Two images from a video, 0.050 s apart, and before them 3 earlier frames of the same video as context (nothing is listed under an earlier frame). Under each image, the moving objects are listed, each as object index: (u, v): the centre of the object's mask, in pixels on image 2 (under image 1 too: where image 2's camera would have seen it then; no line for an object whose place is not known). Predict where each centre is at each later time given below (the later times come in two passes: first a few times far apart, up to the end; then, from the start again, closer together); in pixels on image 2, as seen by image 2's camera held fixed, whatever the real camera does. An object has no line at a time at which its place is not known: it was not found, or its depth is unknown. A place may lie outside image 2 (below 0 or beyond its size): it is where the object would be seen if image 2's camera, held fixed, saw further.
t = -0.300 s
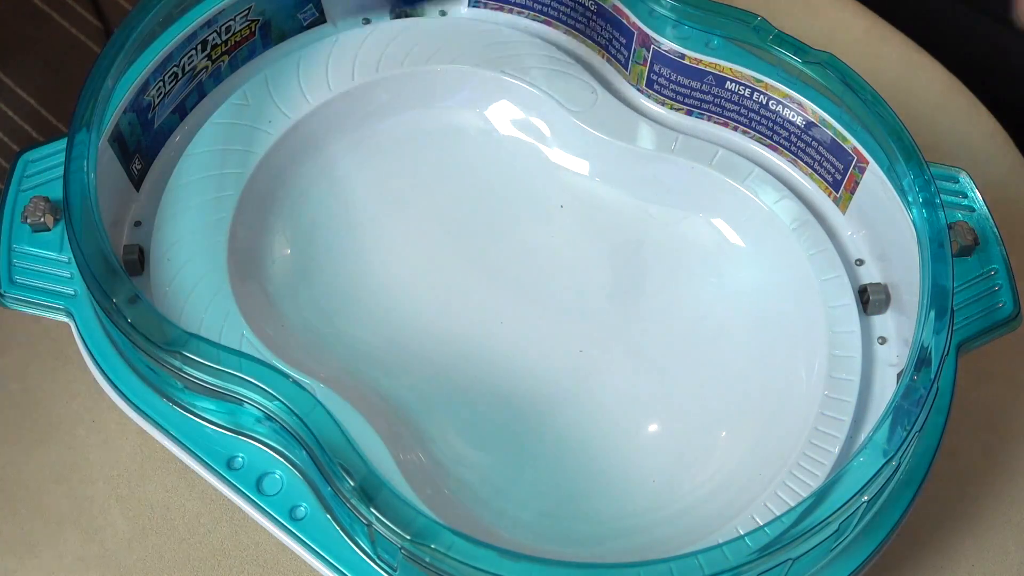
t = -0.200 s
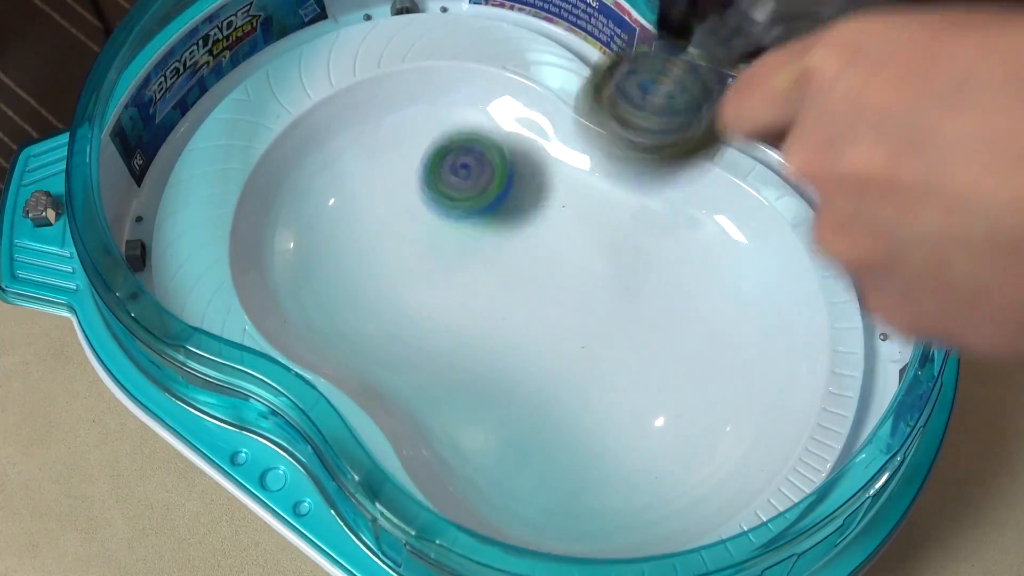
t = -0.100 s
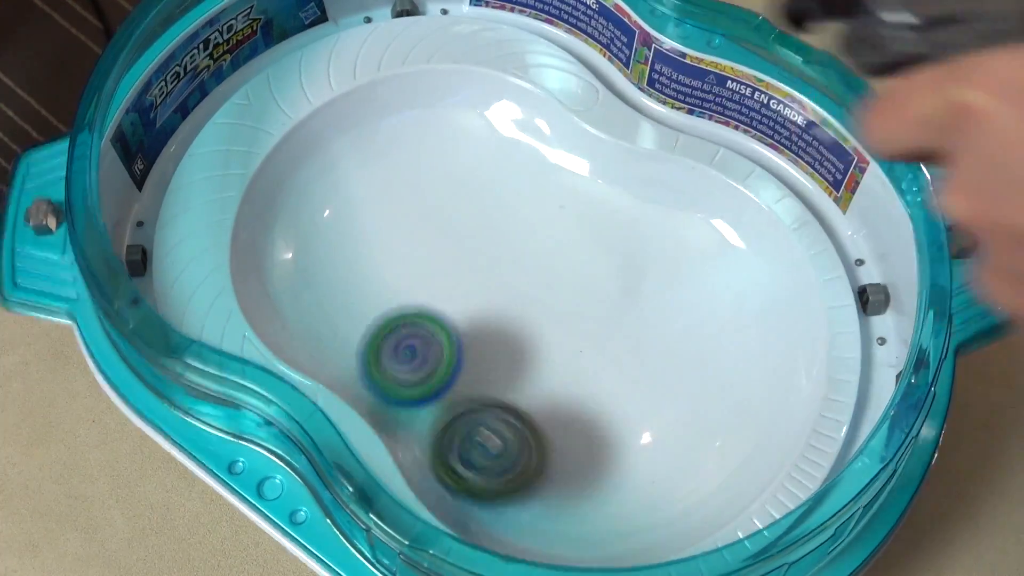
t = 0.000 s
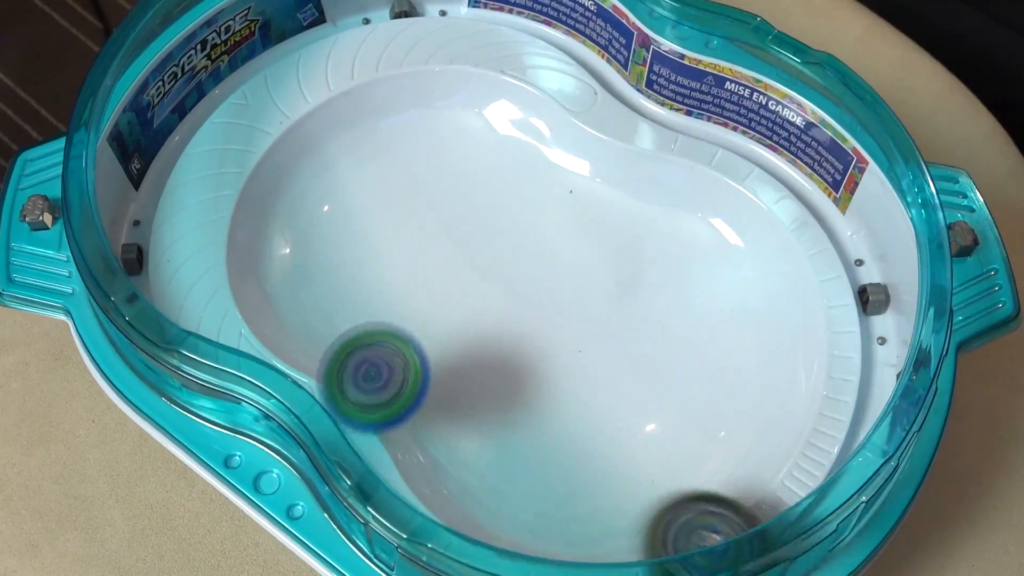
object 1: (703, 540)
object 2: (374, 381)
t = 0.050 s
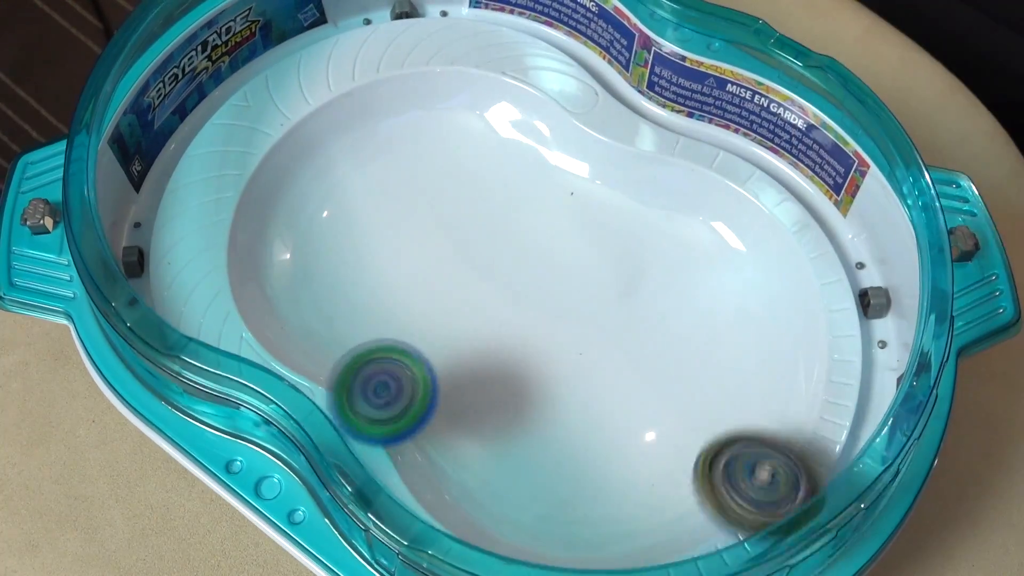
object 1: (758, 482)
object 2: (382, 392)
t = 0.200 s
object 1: (728, 268)
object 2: (549, 397)
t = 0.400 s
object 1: (346, 118)
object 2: (807, 281)
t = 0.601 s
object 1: (176, 294)
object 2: (575, 213)
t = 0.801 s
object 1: (295, 379)
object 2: (251, 263)
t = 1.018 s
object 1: (315, 381)
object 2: (375, 303)
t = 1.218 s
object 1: (305, 343)
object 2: (662, 299)
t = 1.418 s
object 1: (437, 245)
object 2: (726, 289)
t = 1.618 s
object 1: (489, 151)
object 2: (541, 282)
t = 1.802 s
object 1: (347, 135)
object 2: (440, 382)
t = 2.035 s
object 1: (404, 391)
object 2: (720, 467)
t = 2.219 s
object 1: (811, 393)
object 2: (724, 197)
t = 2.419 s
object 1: (754, 143)
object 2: (254, 166)
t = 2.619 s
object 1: (522, 76)
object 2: (327, 375)
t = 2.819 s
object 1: (233, 250)
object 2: (683, 484)
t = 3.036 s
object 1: (485, 377)
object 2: (715, 130)
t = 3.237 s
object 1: (779, 261)
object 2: (394, 51)
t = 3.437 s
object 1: (682, 211)
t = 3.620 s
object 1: (437, 284)
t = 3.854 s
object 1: (417, 317)
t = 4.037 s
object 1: (558, 342)
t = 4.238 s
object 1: (624, 323)
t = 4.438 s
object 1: (621, 291)
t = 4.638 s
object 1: (599, 326)
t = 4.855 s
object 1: (660, 371)
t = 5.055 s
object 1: (677, 314)
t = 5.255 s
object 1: (581, 339)
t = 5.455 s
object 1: (585, 446)
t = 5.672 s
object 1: (679, 386)
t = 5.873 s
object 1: (574, 297)
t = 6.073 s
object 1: (458, 298)
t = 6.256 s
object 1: (456, 326)
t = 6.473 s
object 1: (516, 331)
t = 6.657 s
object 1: (531, 284)
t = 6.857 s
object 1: (502, 220)
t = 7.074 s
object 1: (442, 176)
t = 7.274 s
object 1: (378, 198)
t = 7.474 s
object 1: (301, 255)
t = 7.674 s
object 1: (465, 327)
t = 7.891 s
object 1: (517, 249)
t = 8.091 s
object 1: (421, 137)
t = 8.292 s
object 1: (306, 227)
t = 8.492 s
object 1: (491, 340)
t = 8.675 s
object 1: (657, 338)
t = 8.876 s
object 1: (655, 179)
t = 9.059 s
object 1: (505, 150)
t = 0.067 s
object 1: (768, 457)
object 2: (393, 394)
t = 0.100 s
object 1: (788, 414)
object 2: (419, 400)
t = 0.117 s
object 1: (791, 390)
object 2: (435, 401)
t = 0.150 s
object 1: (781, 341)
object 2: (477, 397)
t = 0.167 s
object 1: (769, 317)
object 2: (501, 397)
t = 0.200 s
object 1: (728, 268)
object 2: (549, 397)
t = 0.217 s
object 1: (702, 241)
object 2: (577, 397)
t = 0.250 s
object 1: (643, 194)
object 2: (633, 395)
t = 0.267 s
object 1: (613, 177)
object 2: (662, 393)
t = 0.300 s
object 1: (548, 151)
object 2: (720, 378)
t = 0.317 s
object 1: (517, 144)
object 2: (747, 367)
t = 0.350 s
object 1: (454, 133)
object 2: (785, 337)
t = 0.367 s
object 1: (417, 124)
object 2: (796, 318)
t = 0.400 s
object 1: (346, 118)
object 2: (807, 281)
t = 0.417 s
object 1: (312, 121)
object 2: (809, 264)
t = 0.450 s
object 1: (250, 134)
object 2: (798, 237)
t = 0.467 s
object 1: (225, 143)
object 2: (786, 226)
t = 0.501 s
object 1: (174, 173)
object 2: (750, 209)
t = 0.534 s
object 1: (153, 218)
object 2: (704, 203)
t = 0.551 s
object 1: (163, 236)
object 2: (677, 203)
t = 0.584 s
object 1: (172, 274)
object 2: (609, 209)
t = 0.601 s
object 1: (176, 294)
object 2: (575, 213)
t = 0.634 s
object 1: (190, 320)
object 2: (506, 223)
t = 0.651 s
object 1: (198, 327)
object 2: (474, 227)
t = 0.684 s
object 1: (224, 338)
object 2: (410, 238)
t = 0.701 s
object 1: (239, 353)
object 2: (378, 244)
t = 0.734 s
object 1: (260, 365)
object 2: (325, 253)
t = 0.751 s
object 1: (267, 369)
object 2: (301, 256)
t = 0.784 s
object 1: (285, 376)
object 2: (264, 261)
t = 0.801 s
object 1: (295, 379)
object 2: (251, 263)
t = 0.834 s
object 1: (304, 382)
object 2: (236, 270)
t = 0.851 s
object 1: (308, 383)
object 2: (232, 274)
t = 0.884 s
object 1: (315, 383)
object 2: (237, 283)
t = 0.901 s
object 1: (317, 383)
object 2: (245, 288)
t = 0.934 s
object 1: (318, 382)
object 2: (270, 296)
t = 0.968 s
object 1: (318, 382)
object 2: (303, 303)
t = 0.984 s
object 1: (319, 381)
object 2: (327, 300)
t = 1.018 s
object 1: (315, 381)
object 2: (375, 303)
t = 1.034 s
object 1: (314, 380)
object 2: (404, 301)
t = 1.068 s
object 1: (312, 376)
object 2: (458, 296)
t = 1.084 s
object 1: (310, 373)
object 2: (484, 294)
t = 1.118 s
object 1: (309, 367)
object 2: (534, 292)
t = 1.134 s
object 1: (308, 364)
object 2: (560, 292)
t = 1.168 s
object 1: (305, 353)
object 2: (605, 294)
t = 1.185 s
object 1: (304, 350)
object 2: (625, 295)
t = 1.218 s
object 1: (305, 343)
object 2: (662, 299)
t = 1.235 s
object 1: (309, 338)
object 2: (677, 301)
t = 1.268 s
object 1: (319, 330)
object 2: (705, 303)
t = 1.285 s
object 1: (325, 327)
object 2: (716, 304)
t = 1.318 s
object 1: (347, 311)
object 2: (732, 302)
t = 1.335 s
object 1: (362, 299)
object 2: (736, 301)
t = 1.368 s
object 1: (392, 277)
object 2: (739, 297)
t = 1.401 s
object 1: (423, 255)
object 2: (733, 292)
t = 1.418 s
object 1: (437, 245)
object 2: (726, 289)
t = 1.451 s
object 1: (462, 226)
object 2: (707, 283)
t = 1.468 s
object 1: (471, 218)
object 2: (696, 278)
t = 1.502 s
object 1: (486, 201)
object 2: (669, 268)
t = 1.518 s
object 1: (491, 193)
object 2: (653, 265)
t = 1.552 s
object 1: (498, 177)
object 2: (618, 263)
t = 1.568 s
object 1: (497, 170)
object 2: (599, 266)
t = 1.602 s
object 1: (494, 157)
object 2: (560, 275)
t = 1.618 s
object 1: (489, 151)
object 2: (541, 282)
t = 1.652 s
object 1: (476, 139)
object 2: (507, 298)
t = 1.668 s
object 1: (466, 134)
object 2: (493, 307)
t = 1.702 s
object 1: (443, 126)
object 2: (466, 325)
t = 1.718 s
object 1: (429, 123)
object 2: (457, 335)
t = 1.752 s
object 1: (397, 121)
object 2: (444, 352)
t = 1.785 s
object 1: (365, 128)
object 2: (439, 371)
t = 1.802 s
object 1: (347, 135)
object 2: (440, 382)
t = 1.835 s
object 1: (317, 159)
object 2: (448, 405)
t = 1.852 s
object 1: (302, 174)
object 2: (457, 419)
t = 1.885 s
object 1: (284, 212)
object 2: (481, 443)
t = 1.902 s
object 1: (279, 235)
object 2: (498, 458)
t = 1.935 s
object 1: (282, 282)
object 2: (541, 479)
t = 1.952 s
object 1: (291, 304)
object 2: (568, 488)
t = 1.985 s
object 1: (330, 338)
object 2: (628, 494)
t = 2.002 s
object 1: (353, 354)
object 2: (660, 491)
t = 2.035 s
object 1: (404, 391)
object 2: (720, 467)
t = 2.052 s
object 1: (431, 412)
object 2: (747, 450)
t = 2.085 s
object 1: (501, 446)
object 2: (784, 403)
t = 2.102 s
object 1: (540, 461)
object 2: (796, 377)
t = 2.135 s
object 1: (630, 474)
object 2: (803, 324)
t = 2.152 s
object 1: (674, 472)
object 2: (798, 295)
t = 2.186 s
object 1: (754, 441)
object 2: (775, 243)
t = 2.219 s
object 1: (811, 393)
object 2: (724, 197)
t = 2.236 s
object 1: (830, 367)
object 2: (696, 180)
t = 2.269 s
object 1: (862, 314)
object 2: (626, 160)
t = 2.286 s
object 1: (864, 290)
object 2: (589, 157)
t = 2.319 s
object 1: (849, 247)
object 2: (515, 158)
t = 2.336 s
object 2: (471, 158)
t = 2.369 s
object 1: (805, 186)
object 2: (381, 158)
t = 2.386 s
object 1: (792, 168)
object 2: (331, 157)
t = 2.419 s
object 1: (754, 143)
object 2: (254, 166)
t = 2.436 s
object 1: (733, 132)
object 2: (221, 177)
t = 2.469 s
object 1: (694, 114)
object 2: (146, 205)
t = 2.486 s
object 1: (675, 110)
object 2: (140, 221)
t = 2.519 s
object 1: (640, 101)
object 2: (197, 267)
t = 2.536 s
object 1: (619, 95)
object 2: (223, 295)
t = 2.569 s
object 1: (580, 85)
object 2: (261, 323)
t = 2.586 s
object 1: (559, 79)
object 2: (282, 340)
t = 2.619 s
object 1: (522, 76)
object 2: (327, 375)
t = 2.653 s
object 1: (479, 80)
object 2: (365, 410)
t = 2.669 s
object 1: (455, 88)
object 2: (387, 425)
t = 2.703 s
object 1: (401, 111)
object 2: (429, 464)
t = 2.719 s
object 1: (371, 124)
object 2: (457, 483)
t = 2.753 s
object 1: (311, 157)
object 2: (523, 509)
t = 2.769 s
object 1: (282, 176)
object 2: (561, 514)
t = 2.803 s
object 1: (244, 223)
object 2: (642, 499)
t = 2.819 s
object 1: (233, 250)
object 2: (683, 484)
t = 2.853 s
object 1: (221, 308)
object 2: (756, 434)
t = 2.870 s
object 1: (215, 333)
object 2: (785, 400)
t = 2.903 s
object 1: (264, 354)
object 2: (816, 322)
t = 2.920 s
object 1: (289, 358)
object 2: (824, 285)
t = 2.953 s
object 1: (341, 360)
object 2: (840, 223)
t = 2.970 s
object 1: (367, 364)
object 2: (828, 199)
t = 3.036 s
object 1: (485, 377)
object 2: (715, 130)
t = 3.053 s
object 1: (517, 379)
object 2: (690, 115)
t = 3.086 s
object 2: (639, 91)
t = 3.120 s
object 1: (640, 359)
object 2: (587, 74)
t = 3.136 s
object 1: (667, 349)
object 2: (561, 65)
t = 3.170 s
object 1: (721, 327)
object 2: (508, 52)
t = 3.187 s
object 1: (742, 313)
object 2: (483, 48)
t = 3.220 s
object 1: (770, 278)
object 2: (424, 47)
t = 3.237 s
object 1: (779, 261)
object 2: (394, 51)
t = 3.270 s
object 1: (791, 233)
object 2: (334, 67)
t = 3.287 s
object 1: (792, 222)
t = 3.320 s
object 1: (786, 204)
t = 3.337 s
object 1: (778, 199)
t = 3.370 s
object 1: (752, 195)
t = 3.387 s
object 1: (737, 197)
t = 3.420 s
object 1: (703, 205)
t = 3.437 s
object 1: (682, 211)
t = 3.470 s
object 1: (633, 226)
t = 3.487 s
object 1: (608, 234)
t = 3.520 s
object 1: (561, 250)
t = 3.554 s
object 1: (514, 264)
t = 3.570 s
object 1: (493, 270)
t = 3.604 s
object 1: (454, 280)
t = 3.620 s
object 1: (437, 284)
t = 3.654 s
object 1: (411, 292)
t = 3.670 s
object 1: (400, 295)
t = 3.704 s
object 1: (385, 301)
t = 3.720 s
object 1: (380, 303)
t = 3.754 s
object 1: (377, 307)
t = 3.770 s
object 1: (378, 308)
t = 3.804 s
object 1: (387, 312)
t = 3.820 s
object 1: (395, 314)
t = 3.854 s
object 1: (417, 317)
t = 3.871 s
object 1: (429, 318)
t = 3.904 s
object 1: (459, 324)
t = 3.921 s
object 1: (473, 328)
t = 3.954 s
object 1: (500, 335)
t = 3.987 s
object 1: (527, 340)
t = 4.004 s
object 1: (539, 341)
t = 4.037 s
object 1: (558, 342)
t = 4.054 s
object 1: (566, 342)
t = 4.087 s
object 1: (582, 341)
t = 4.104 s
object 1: (589, 340)
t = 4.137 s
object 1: (601, 338)
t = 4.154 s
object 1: (606, 336)
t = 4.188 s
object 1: (614, 331)
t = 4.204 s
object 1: (617, 329)
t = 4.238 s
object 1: (624, 323)
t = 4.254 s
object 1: (628, 320)
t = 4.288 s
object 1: (633, 311)
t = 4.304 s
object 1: (634, 306)
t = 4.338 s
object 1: (636, 299)
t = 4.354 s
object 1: (635, 296)
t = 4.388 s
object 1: (632, 292)
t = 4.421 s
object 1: (625, 291)
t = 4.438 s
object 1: (621, 291)
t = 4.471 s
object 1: (613, 293)
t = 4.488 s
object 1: (608, 294)
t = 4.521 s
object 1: (602, 298)
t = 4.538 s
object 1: (599, 300)
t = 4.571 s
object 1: (596, 306)
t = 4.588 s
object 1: (595, 311)
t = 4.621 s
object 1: (596, 321)
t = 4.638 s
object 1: (599, 326)
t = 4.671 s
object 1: (604, 337)
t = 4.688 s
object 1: (606, 343)
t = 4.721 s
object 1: (612, 354)
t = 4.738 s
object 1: (617, 359)
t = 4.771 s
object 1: (629, 365)
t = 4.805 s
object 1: (640, 370)
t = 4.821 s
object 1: (646, 371)
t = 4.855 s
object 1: (660, 371)
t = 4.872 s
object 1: (666, 369)
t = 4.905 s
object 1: (677, 363)
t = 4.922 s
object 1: (681, 358)
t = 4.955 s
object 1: (688, 347)
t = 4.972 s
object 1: (690, 341)
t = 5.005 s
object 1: (688, 328)
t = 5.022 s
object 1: (685, 323)
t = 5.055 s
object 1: (677, 314)
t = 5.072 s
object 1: (671, 309)
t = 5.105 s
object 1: (655, 305)
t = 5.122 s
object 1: (647, 304)
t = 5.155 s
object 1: (632, 305)
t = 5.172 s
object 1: (622, 308)
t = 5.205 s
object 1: (603, 317)
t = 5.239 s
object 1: (588, 331)
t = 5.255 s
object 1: (581, 339)
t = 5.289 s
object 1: (568, 354)
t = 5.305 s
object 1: (563, 364)
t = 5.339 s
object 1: (558, 384)
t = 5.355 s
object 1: (558, 395)
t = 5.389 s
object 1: (559, 415)
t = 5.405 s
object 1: (563, 424)
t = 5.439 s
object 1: (576, 440)
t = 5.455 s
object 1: (585, 446)
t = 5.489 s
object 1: (602, 453)
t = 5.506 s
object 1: (613, 455)
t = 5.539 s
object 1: (636, 452)
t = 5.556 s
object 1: (645, 447)
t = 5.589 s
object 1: (662, 434)
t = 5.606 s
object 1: (669, 427)
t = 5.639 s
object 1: (679, 406)
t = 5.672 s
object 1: (679, 386)
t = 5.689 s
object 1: (679, 375)
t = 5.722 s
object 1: (671, 353)
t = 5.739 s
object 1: (664, 344)
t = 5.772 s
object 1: (648, 327)
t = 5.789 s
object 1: (638, 318)
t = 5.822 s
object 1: (613, 307)
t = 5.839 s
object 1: (600, 303)
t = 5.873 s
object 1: (574, 297)
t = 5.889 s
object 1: (559, 296)
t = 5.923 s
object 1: (536, 294)
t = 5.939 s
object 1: (525, 293)
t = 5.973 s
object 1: (504, 293)
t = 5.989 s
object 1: (494, 293)
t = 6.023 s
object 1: (478, 294)
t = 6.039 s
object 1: (471, 295)
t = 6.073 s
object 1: (458, 298)
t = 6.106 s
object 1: (450, 301)
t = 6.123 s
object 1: (446, 303)
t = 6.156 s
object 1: (444, 309)
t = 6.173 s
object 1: (444, 312)
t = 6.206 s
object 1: (445, 317)
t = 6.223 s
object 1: (447, 320)
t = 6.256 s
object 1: (456, 326)
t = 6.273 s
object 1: (460, 328)
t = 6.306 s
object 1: (469, 333)
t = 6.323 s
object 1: (476, 335)
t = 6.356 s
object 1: (485, 337)
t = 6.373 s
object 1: (491, 338)
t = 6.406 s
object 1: (502, 338)
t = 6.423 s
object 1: (506, 336)
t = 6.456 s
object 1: (513, 334)
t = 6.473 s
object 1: (516, 331)
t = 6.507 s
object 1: (521, 324)
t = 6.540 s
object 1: (525, 318)
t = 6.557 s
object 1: (527, 313)
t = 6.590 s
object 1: (528, 304)
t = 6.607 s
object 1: (530, 300)
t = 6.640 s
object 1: (530, 289)
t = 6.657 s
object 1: (531, 284)
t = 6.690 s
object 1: (531, 273)
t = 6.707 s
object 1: (530, 268)
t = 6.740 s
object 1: (528, 258)
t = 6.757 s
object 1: (525, 252)
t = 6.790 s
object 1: (519, 241)
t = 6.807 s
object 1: (516, 236)
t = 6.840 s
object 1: (507, 225)
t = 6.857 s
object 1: (502, 220)
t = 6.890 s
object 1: (494, 210)
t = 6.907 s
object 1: (488, 205)
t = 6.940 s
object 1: (479, 198)
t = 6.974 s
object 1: (469, 190)
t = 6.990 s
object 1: (464, 187)
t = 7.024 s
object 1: (456, 181)
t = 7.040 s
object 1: (451, 178)
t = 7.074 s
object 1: (442, 176)
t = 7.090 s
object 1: (437, 175)
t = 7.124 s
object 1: (426, 176)
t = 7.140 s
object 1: (422, 178)
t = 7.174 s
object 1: (411, 183)
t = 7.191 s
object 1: (407, 187)
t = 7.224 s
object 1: (401, 195)
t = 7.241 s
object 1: (397, 200)
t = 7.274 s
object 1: (378, 198)
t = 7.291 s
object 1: (366, 198)
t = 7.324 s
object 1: (345, 199)
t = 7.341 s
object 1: (336, 199)
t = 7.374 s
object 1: (319, 206)
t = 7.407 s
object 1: (309, 216)
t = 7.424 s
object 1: (304, 224)
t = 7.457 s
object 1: (301, 244)
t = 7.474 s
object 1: (301, 255)
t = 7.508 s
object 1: (311, 280)
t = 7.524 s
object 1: (319, 290)
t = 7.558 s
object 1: (346, 307)
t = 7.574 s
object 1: (363, 312)
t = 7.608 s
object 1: (398, 319)
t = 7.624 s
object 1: (416, 322)
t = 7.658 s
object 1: (448, 325)
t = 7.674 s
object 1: (465, 327)
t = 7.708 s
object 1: (494, 324)
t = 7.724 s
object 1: (507, 323)
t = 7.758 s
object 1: (530, 315)
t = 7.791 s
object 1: (551, 309)
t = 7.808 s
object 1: (556, 303)
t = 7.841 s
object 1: (540, 281)
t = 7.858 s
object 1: (531, 271)
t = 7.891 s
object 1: (517, 249)
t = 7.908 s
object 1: (511, 240)
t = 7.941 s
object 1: (497, 218)
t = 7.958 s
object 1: (490, 209)
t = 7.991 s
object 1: (474, 188)
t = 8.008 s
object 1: (468, 179)
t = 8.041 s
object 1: (451, 158)
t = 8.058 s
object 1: (444, 150)
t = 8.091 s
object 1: (421, 137)
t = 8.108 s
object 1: (410, 132)
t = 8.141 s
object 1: (384, 129)
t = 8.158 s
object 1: (371, 129)
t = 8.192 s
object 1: (346, 140)
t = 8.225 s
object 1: (323, 162)
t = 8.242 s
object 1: (314, 177)
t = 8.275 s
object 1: (304, 212)
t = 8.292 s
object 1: (306, 227)
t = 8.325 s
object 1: (318, 260)
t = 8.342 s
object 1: (329, 273)
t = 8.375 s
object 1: (358, 294)
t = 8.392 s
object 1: (375, 300)
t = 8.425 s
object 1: (414, 316)
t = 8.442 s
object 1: (434, 322)
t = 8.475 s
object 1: (473, 335)
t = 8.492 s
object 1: (491, 340)
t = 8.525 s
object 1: (527, 350)
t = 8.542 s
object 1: (542, 354)
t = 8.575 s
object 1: (574, 360)
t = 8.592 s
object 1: (588, 364)
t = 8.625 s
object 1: (615, 365)
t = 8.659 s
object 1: (646, 356)
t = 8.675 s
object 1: (657, 338)
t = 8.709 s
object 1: (677, 299)
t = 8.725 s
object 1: (688, 282)
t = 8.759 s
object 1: (698, 248)
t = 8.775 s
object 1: (701, 232)
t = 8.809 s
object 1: (695, 205)
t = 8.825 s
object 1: (686, 193)
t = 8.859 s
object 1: (666, 180)
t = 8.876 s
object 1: (655, 179)
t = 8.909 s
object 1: (627, 185)
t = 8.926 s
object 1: (610, 189)
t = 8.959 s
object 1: (577, 204)
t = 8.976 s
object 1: (559, 213)
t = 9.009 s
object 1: (533, 200)
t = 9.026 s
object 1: (524, 181)
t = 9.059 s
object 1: (505, 150)
